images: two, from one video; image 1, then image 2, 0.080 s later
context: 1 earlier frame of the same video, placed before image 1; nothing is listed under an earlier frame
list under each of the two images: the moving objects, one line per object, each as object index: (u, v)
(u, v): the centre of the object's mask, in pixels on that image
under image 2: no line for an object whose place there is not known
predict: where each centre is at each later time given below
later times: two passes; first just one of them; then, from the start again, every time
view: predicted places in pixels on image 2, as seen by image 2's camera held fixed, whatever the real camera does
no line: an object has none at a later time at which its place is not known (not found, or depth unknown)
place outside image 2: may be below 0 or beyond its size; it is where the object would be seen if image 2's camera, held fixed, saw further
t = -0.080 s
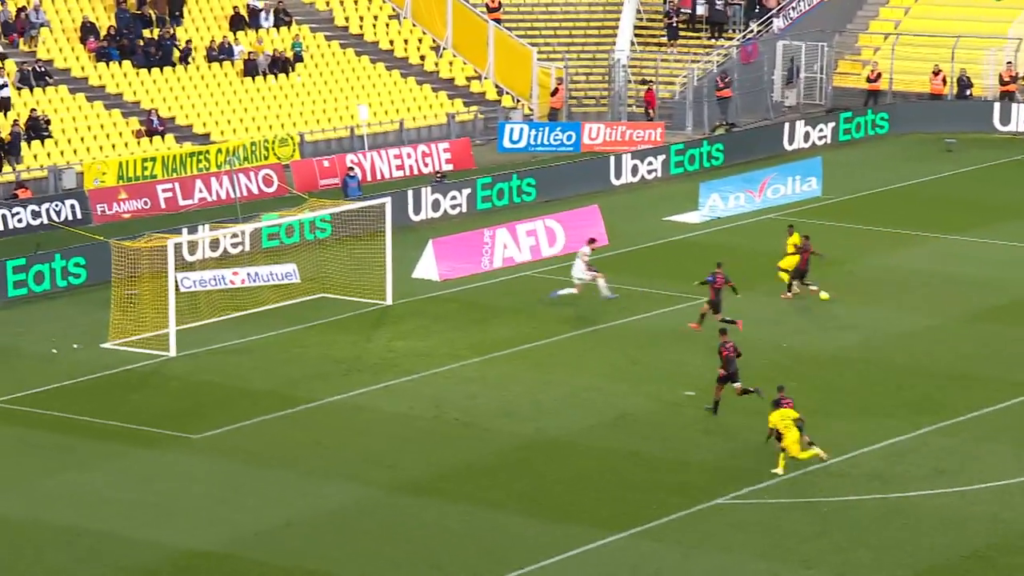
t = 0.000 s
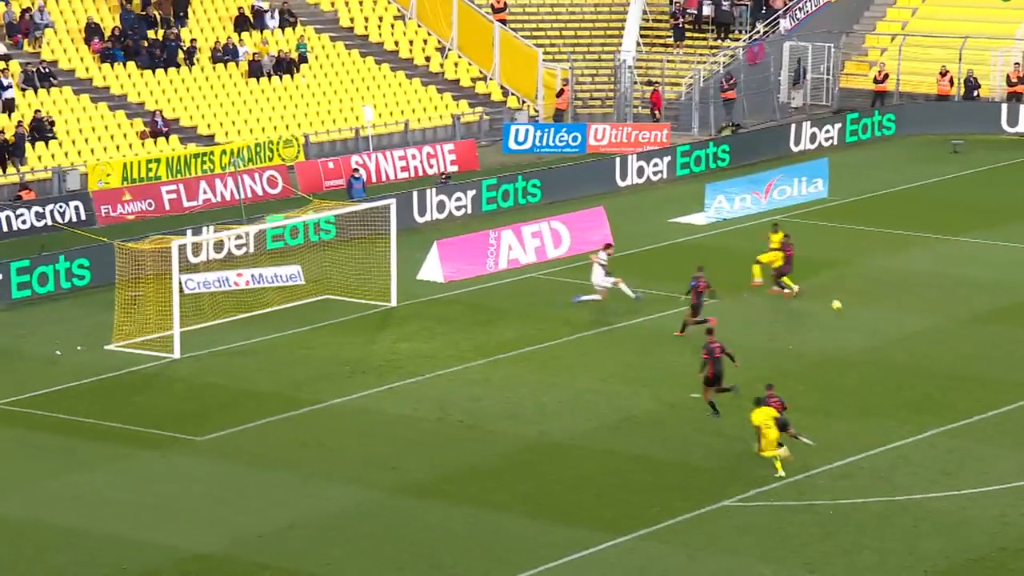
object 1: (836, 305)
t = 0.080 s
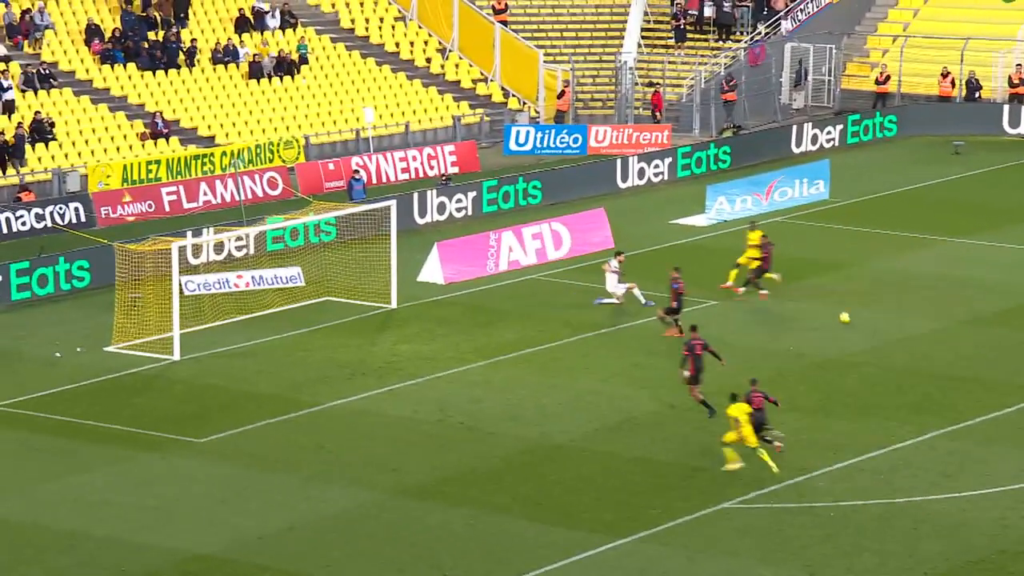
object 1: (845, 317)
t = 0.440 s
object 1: (870, 345)
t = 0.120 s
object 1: (848, 322)
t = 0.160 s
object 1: (850, 323)
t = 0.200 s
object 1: (853, 324)
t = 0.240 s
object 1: (856, 326)
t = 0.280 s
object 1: (858, 329)
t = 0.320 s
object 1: (862, 333)
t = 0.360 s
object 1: (865, 337)
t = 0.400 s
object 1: (868, 342)
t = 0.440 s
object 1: (870, 345)
